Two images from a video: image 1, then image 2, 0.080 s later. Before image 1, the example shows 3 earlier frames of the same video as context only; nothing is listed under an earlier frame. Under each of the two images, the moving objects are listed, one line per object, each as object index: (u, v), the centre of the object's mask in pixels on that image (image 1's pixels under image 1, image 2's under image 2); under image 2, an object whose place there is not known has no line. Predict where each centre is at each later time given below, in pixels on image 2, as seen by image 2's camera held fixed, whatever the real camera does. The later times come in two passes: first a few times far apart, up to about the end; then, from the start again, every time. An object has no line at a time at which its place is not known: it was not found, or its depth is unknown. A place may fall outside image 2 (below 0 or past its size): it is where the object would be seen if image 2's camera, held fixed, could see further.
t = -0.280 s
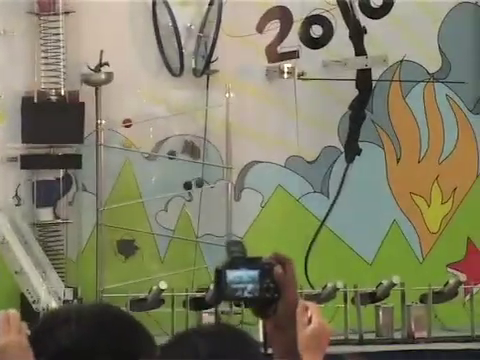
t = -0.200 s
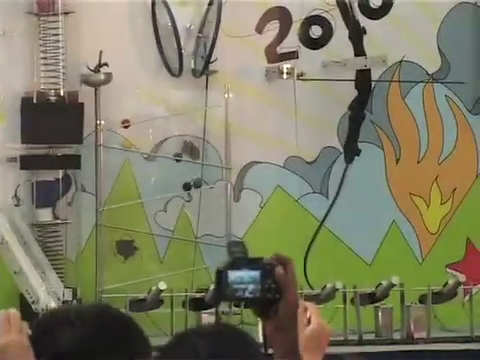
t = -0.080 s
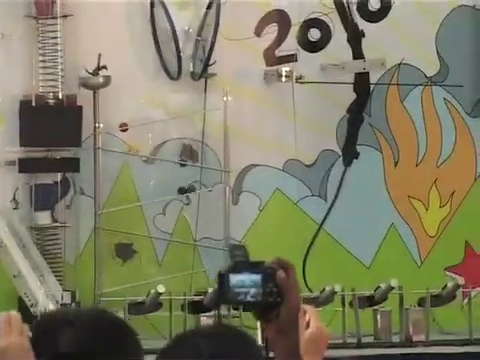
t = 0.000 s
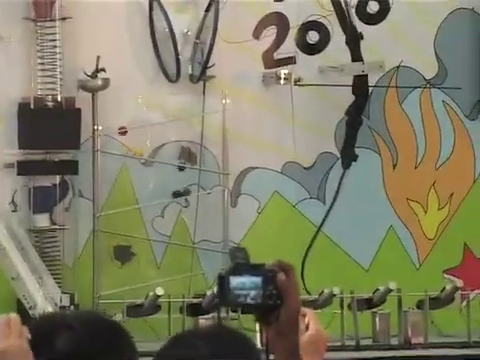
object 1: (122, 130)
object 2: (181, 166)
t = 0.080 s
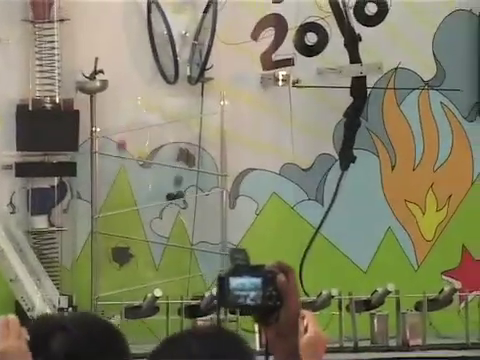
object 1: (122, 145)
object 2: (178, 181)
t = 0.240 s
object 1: (121, 150)
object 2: (174, 193)
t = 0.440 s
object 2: (179, 194)
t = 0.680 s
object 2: (178, 195)
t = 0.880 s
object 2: (160, 199)
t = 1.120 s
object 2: (140, 206)
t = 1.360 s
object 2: (139, 206)
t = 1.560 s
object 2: (137, 207)
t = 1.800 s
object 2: (137, 208)
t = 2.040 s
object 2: (136, 208)
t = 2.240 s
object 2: (133, 209)
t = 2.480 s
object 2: (130, 211)
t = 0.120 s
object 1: (121, 150)
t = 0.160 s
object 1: (121, 149)
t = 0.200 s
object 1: (121, 150)
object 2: (175, 186)
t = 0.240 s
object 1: (121, 150)
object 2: (174, 193)
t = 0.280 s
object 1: (121, 150)
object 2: (174, 194)
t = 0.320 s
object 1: (122, 151)
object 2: (175, 194)
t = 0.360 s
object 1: (124, 151)
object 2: (177, 194)
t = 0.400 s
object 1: (125, 152)
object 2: (178, 194)
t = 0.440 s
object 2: (179, 194)
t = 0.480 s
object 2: (180, 194)
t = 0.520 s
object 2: (180, 194)
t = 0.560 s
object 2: (179, 195)
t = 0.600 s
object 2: (179, 195)
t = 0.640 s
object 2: (178, 195)
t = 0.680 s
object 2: (178, 195)
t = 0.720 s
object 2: (177, 195)
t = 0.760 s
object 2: (174, 196)
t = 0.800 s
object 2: (169, 197)
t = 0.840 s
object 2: (164, 198)
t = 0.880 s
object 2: (160, 199)
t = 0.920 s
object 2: (156, 200)
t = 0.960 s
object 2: (151, 202)
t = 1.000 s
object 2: (146, 204)
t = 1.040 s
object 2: (142, 205)
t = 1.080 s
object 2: (140, 206)
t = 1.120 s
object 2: (140, 206)
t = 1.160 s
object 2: (139, 206)
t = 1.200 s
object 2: (139, 206)
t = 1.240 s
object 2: (139, 206)
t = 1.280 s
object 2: (139, 206)
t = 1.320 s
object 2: (139, 206)
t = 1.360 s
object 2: (139, 206)
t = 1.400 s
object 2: (138, 207)
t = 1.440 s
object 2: (138, 207)
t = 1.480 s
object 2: (138, 206)
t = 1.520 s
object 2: (137, 207)
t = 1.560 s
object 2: (137, 207)
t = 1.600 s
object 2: (137, 207)
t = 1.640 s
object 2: (137, 207)
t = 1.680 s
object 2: (137, 208)
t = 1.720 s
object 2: (136, 208)
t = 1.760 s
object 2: (137, 208)
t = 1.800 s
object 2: (137, 208)
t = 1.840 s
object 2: (136, 208)
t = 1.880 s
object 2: (137, 208)
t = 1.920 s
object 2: (137, 208)
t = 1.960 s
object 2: (137, 208)
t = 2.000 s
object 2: (136, 208)
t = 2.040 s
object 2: (136, 208)
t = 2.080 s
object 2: (135, 208)
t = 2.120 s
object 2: (135, 209)
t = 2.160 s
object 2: (134, 209)
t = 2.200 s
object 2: (133, 209)
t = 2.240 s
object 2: (133, 209)
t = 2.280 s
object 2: (132, 209)
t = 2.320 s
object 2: (132, 210)
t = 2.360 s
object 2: (131, 210)
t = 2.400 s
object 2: (132, 210)
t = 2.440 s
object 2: (130, 210)
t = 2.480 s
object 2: (130, 211)
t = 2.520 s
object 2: (130, 211)
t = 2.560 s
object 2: (129, 211)
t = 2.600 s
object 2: (129, 211)
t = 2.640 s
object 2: (129, 211)
